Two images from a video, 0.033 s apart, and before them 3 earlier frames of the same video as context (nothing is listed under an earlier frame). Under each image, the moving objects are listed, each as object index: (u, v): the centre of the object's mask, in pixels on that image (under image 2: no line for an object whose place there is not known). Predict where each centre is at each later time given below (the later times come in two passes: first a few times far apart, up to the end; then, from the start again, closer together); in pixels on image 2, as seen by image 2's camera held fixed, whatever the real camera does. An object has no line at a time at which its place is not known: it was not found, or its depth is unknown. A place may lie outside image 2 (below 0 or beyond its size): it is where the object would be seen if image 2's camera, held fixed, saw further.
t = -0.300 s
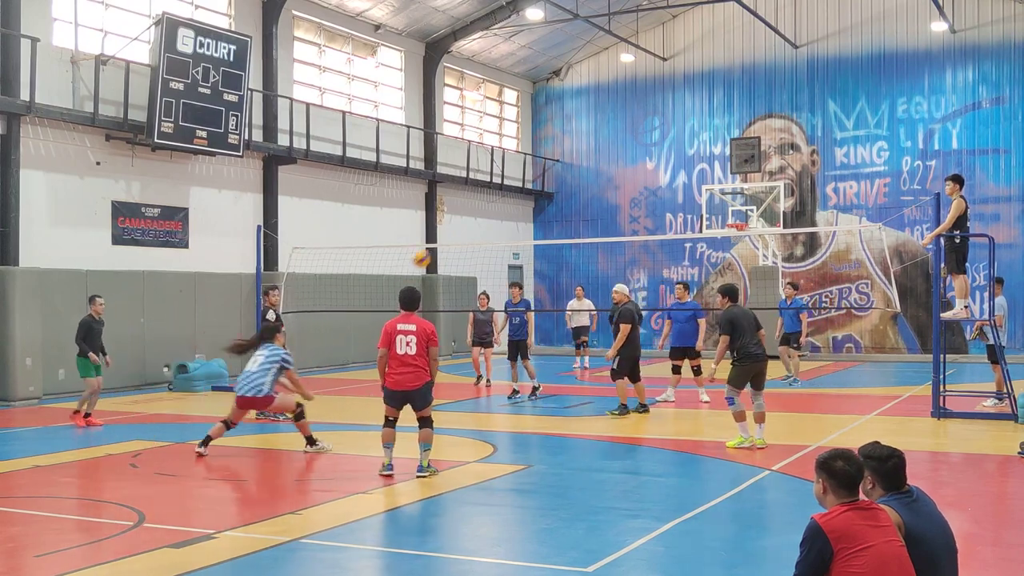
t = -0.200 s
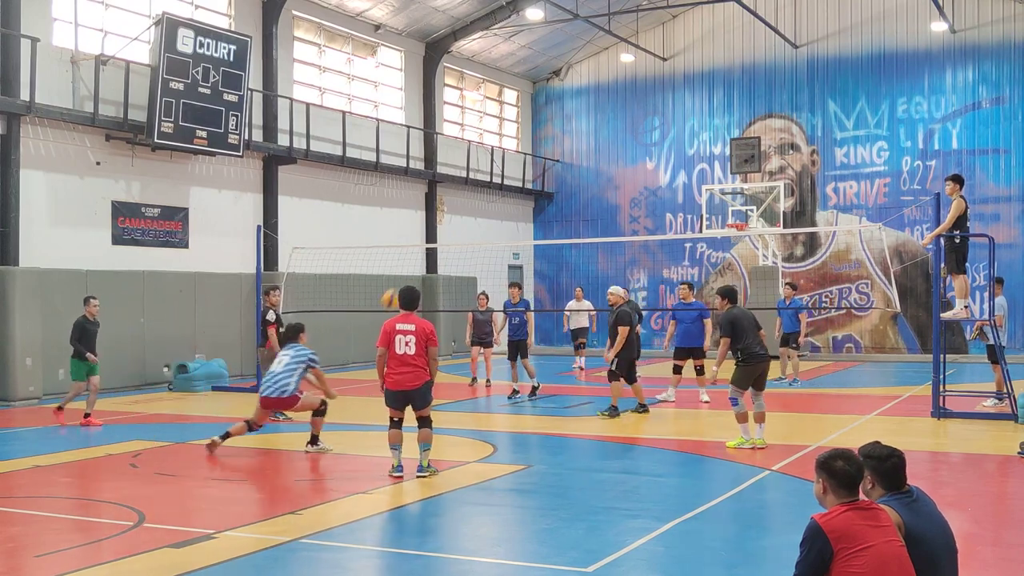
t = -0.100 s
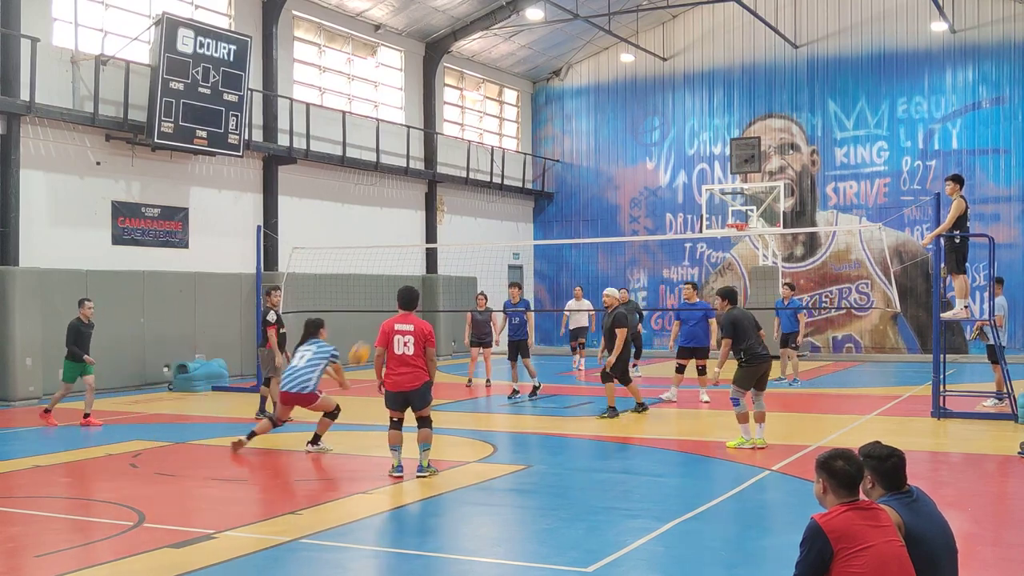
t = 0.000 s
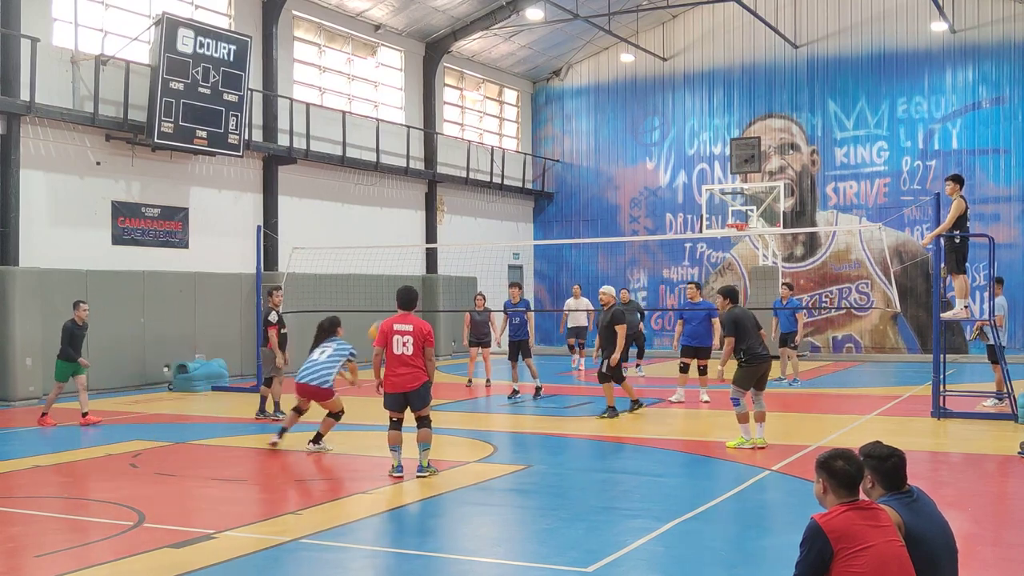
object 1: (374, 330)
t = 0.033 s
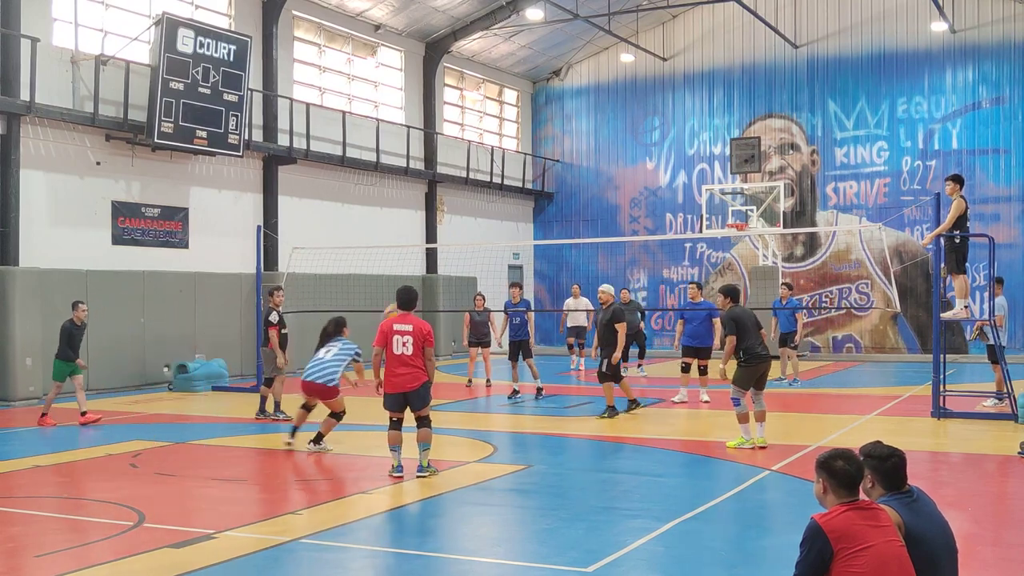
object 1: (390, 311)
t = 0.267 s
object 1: (481, 228)
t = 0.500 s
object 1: (565, 191)
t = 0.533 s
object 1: (577, 189)
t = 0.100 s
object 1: (420, 283)
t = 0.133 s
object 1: (431, 272)
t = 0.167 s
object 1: (443, 259)
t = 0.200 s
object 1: (457, 248)
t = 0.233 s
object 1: (469, 238)
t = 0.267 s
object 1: (481, 228)
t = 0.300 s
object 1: (494, 220)
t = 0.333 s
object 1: (505, 212)
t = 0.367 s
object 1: (518, 206)
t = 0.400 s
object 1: (530, 201)
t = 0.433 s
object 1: (542, 197)
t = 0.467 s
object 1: (553, 194)
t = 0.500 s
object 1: (565, 191)
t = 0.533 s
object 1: (577, 189)
